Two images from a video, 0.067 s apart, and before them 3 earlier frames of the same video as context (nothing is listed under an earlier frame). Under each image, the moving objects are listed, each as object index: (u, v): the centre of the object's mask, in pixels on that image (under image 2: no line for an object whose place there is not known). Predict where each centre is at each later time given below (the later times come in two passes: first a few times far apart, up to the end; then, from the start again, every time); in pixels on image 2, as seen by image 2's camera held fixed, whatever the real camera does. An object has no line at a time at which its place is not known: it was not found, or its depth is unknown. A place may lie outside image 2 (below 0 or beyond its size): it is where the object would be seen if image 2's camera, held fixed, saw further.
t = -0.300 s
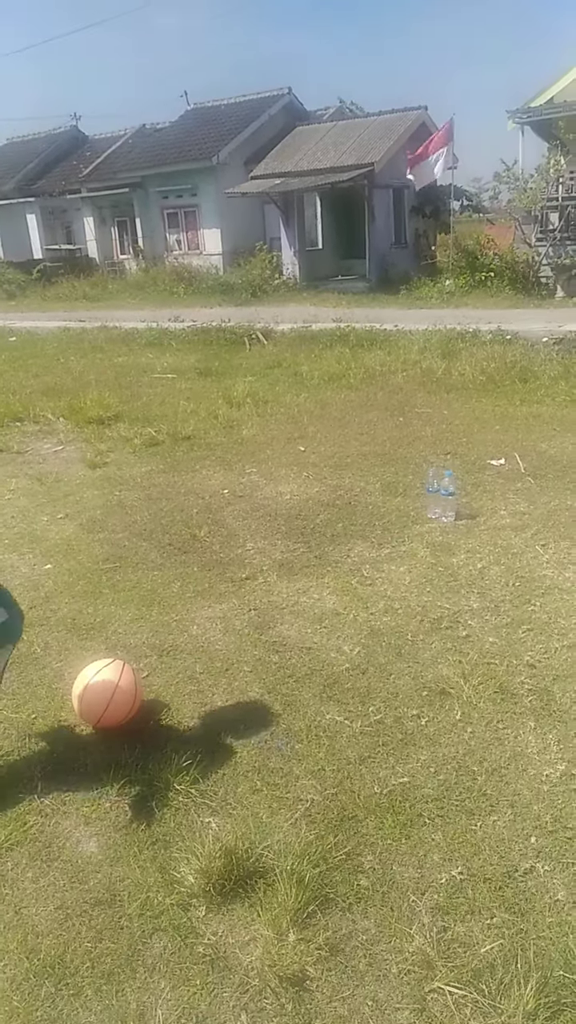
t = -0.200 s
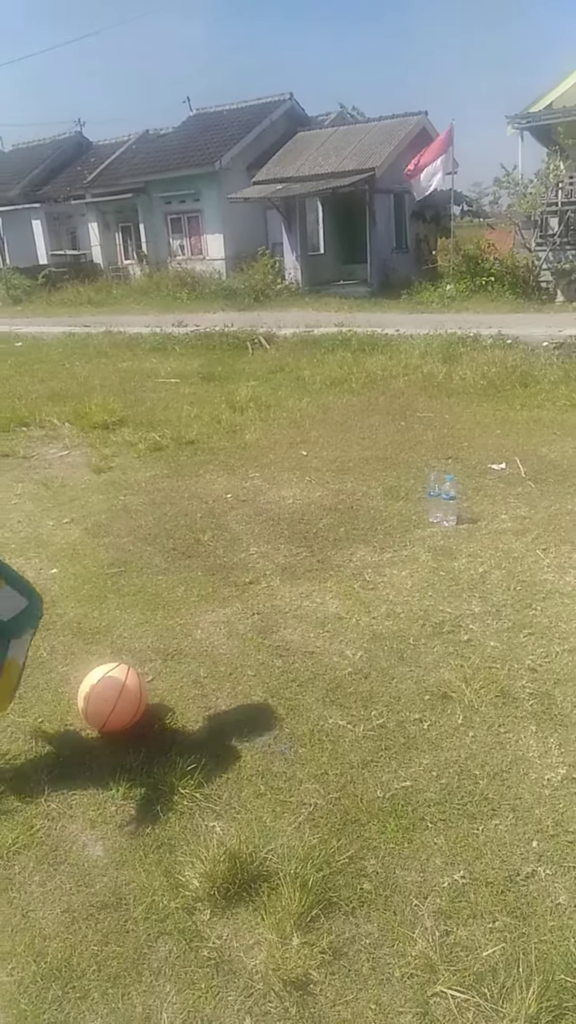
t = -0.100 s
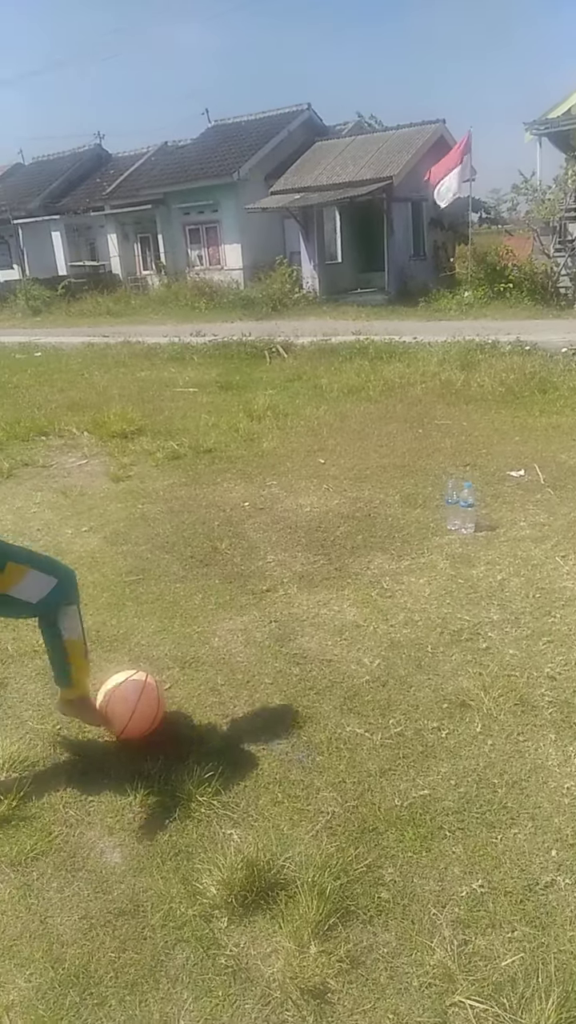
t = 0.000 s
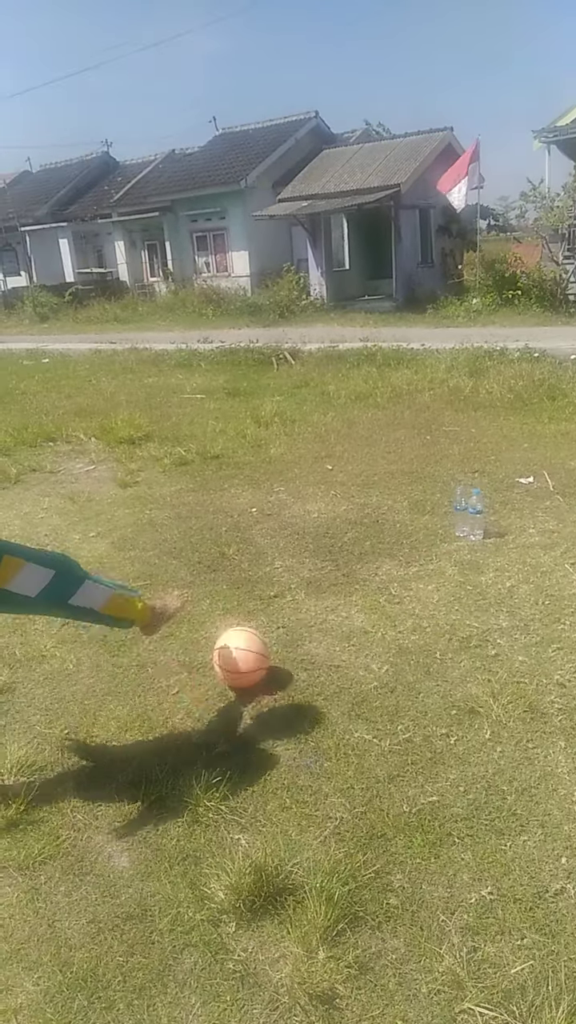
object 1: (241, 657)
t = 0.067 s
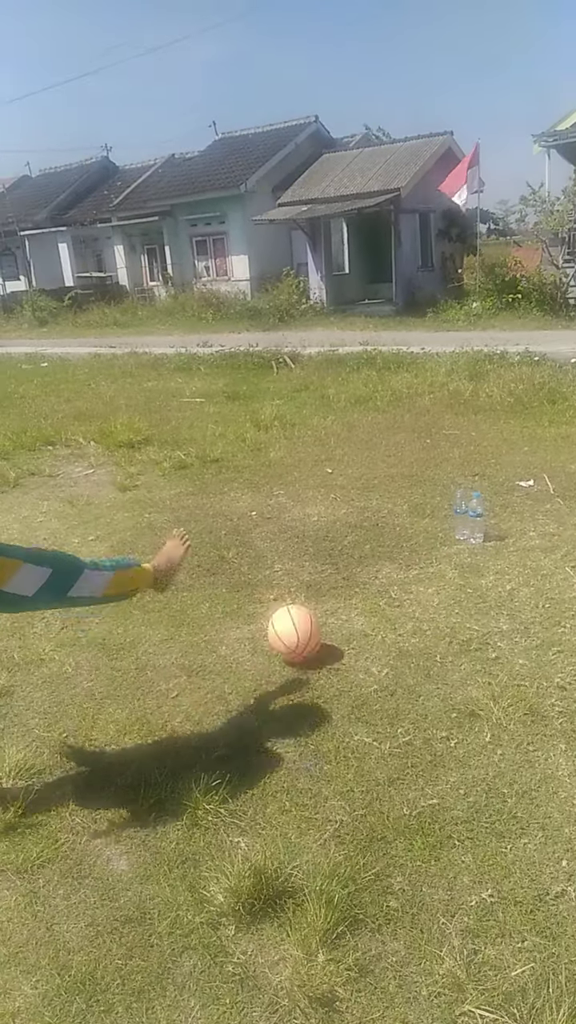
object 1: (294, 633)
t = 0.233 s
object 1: (389, 585)
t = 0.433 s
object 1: (466, 543)
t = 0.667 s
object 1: (529, 519)
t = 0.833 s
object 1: (570, 507)
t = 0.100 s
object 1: (316, 623)
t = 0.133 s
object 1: (337, 613)
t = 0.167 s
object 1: (353, 602)
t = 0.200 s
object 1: (372, 593)
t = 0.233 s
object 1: (389, 585)
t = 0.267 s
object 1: (403, 577)
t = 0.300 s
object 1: (417, 572)
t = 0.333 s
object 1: (431, 562)
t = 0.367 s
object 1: (442, 555)
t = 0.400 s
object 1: (456, 548)
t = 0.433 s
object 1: (466, 543)
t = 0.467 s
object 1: (476, 535)
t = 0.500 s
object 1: (485, 528)
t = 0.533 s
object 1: (495, 524)
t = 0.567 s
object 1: (502, 520)
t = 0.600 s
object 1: (511, 517)
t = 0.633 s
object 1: (520, 517)
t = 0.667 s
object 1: (529, 519)
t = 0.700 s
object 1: (539, 517)
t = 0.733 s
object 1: (548, 513)
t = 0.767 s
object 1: (555, 508)
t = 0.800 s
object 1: (564, 507)
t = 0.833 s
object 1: (570, 507)
